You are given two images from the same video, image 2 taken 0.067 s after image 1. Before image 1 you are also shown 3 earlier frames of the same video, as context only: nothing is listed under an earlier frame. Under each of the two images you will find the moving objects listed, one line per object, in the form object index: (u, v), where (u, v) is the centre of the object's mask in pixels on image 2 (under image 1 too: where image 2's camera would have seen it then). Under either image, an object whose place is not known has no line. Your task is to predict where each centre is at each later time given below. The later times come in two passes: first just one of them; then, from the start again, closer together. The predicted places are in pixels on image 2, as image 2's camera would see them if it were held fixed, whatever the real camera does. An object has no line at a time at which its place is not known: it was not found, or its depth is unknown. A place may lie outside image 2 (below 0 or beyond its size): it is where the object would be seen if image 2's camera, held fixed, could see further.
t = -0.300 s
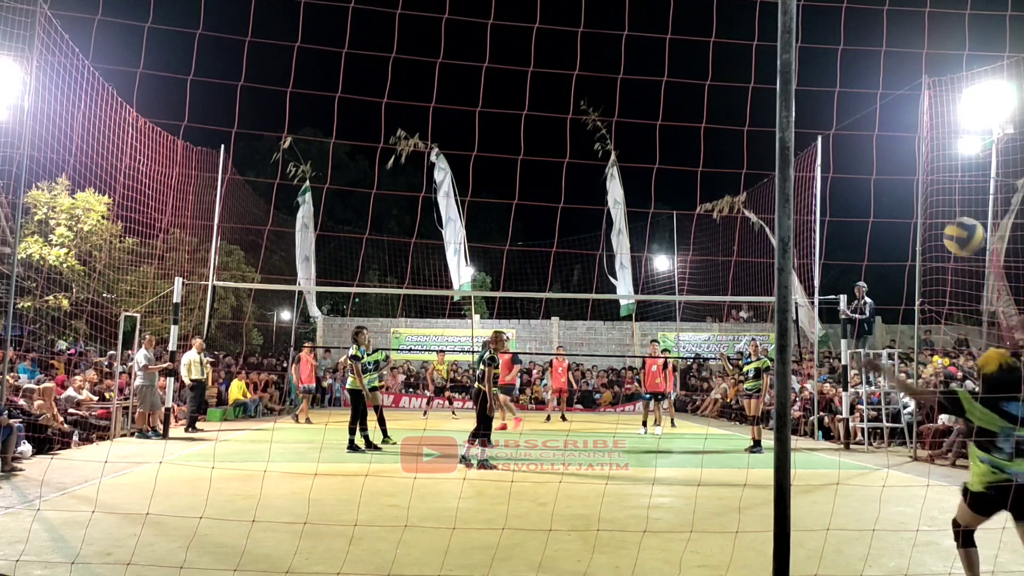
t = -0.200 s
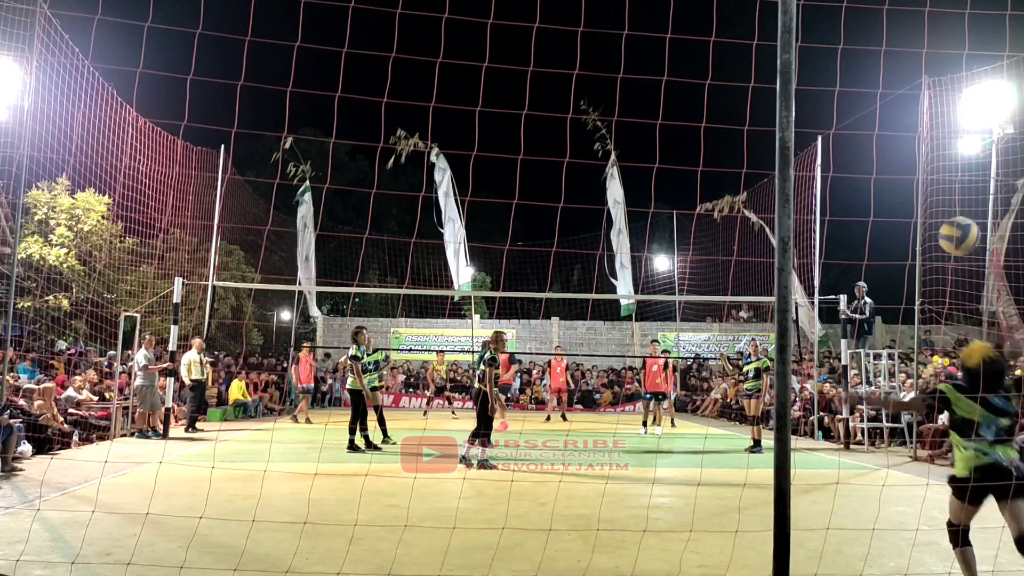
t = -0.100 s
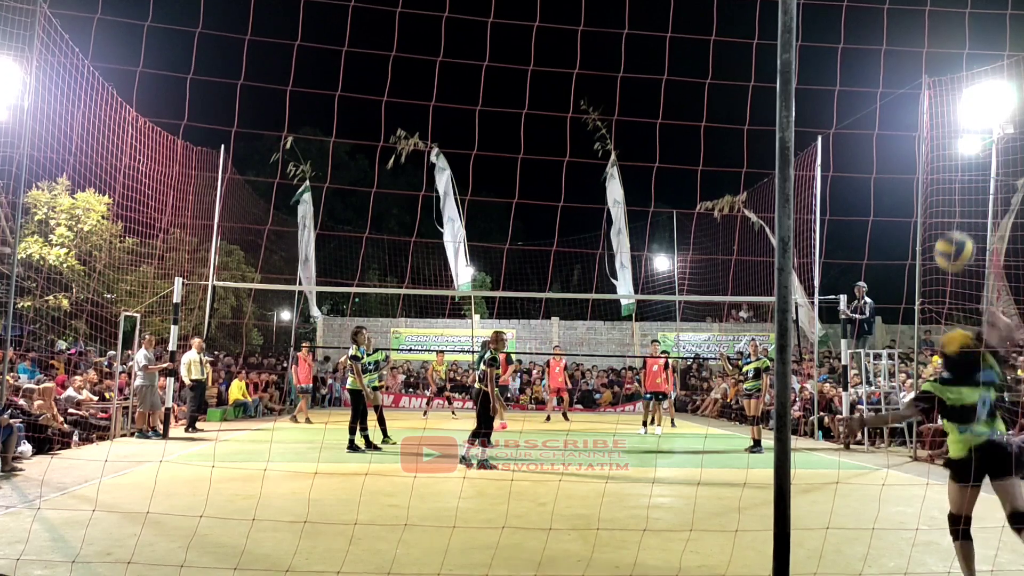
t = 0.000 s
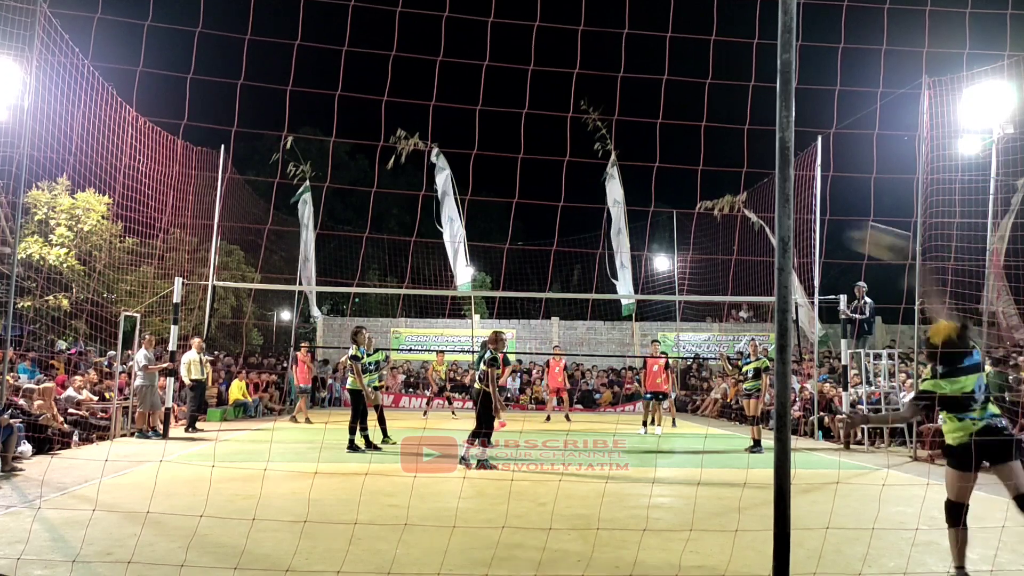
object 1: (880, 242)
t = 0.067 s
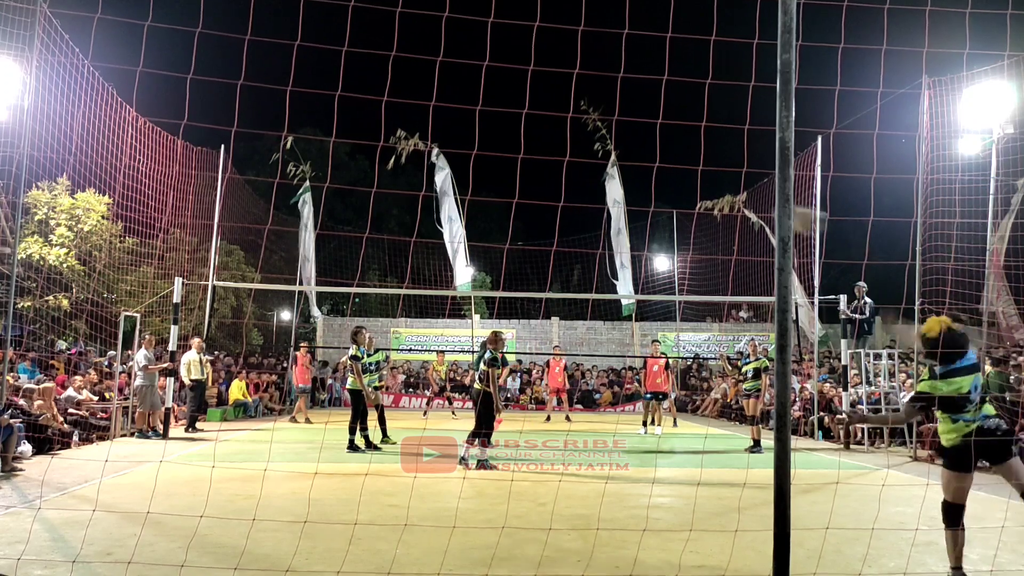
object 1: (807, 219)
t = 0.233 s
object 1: (665, 203)
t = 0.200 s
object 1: (684, 203)
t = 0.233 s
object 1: (665, 203)
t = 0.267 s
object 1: (645, 203)
